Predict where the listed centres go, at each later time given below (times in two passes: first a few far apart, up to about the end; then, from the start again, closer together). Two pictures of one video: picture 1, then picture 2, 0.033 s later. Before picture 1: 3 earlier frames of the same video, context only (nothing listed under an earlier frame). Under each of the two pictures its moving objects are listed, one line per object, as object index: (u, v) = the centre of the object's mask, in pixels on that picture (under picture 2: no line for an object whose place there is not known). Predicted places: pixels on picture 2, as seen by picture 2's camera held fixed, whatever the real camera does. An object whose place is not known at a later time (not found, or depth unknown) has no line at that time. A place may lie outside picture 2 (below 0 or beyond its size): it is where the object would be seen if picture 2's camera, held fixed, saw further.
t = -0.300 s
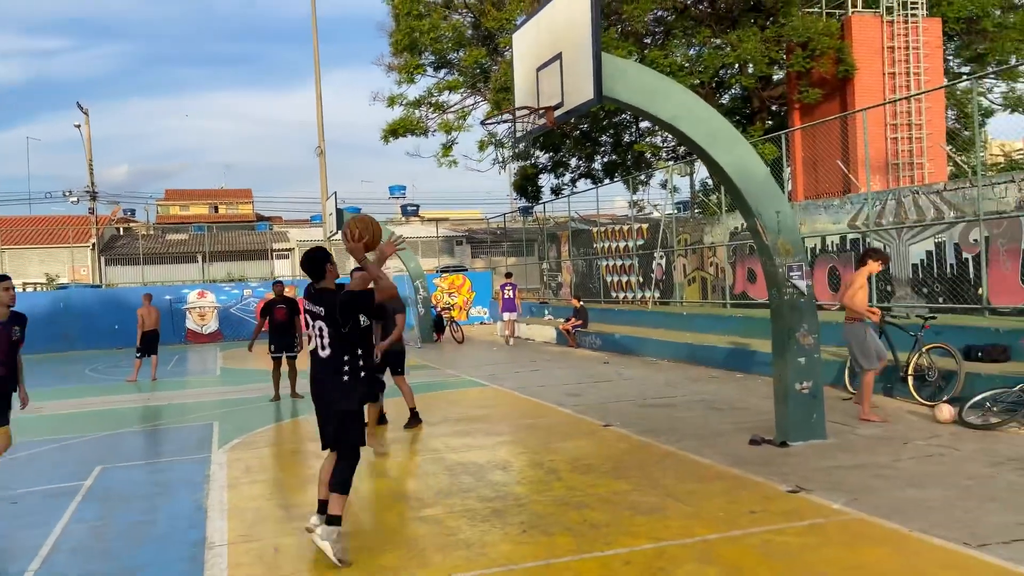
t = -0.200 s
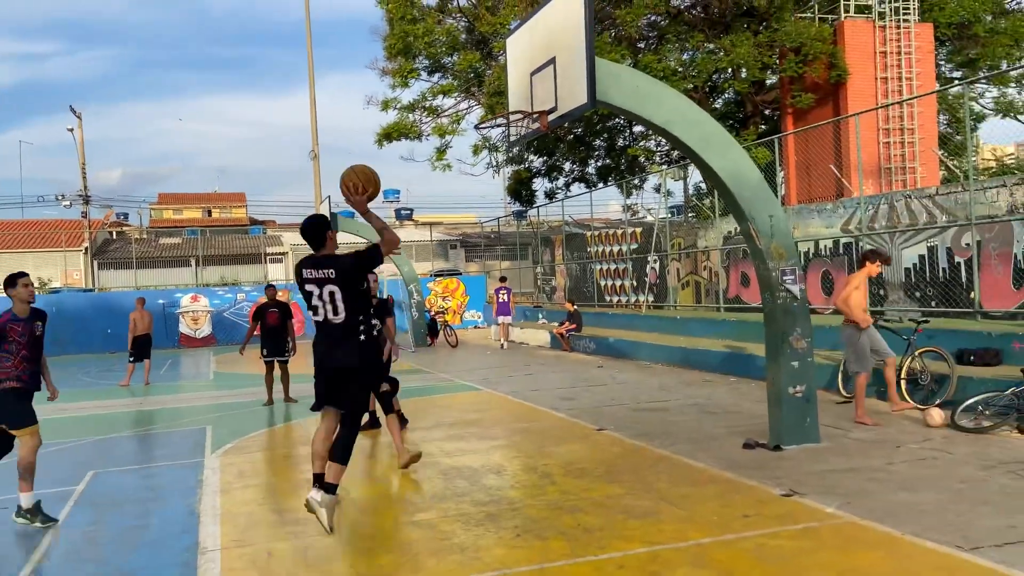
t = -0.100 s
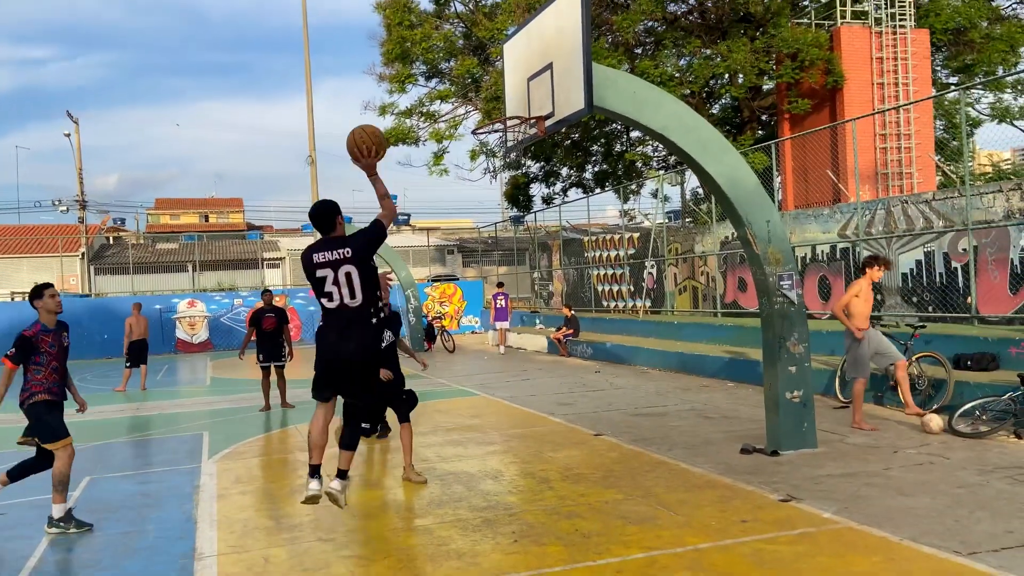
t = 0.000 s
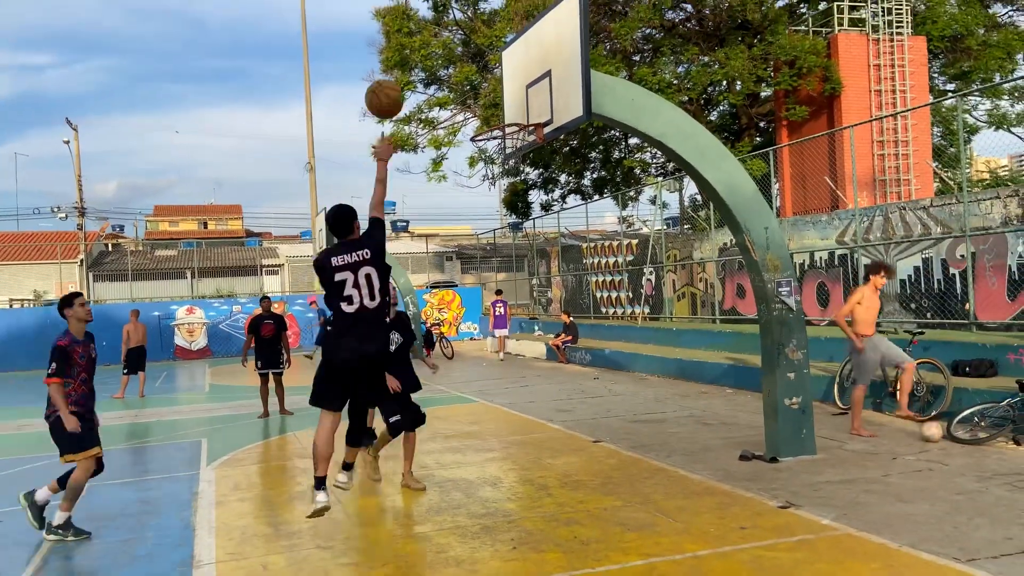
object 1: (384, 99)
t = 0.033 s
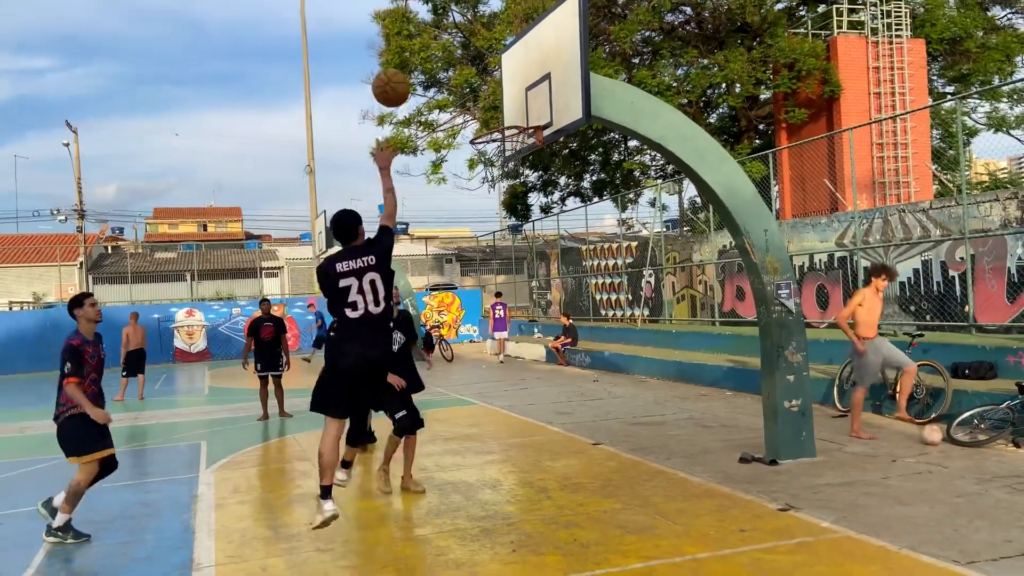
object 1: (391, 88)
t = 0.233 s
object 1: (428, 48)
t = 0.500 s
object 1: (474, 78)
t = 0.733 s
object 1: (496, 113)
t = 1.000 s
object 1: (493, 111)
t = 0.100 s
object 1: (403, 67)
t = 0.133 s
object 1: (410, 59)
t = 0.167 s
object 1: (418, 54)
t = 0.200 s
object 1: (421, 52)
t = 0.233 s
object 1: (428, 48)
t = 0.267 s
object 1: (436, 46)
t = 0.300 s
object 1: (441, 47)
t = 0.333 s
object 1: (444, 48)
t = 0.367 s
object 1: (453, 52)
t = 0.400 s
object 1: (457, 56)
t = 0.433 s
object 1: (464, 63)
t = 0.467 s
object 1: (472, 70)
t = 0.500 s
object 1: (474, 78)
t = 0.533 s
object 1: (482, 88)
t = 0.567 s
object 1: (485, 99)
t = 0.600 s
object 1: (490, 109)
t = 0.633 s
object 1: (495, 118)
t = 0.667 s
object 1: (497, 124)
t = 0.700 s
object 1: (497, 116)
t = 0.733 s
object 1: (496, 113)
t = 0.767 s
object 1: (496, 108)
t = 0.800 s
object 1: (494, 104)
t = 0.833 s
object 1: (494, 103)
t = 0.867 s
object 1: (494, 102)
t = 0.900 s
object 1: (494, 103)
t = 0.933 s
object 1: (493, 103)
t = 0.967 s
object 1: (494, 106)
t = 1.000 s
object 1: (493, 111)
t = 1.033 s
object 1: (494, 117)
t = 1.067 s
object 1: (494, 124)
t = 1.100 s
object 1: (493, 130)
